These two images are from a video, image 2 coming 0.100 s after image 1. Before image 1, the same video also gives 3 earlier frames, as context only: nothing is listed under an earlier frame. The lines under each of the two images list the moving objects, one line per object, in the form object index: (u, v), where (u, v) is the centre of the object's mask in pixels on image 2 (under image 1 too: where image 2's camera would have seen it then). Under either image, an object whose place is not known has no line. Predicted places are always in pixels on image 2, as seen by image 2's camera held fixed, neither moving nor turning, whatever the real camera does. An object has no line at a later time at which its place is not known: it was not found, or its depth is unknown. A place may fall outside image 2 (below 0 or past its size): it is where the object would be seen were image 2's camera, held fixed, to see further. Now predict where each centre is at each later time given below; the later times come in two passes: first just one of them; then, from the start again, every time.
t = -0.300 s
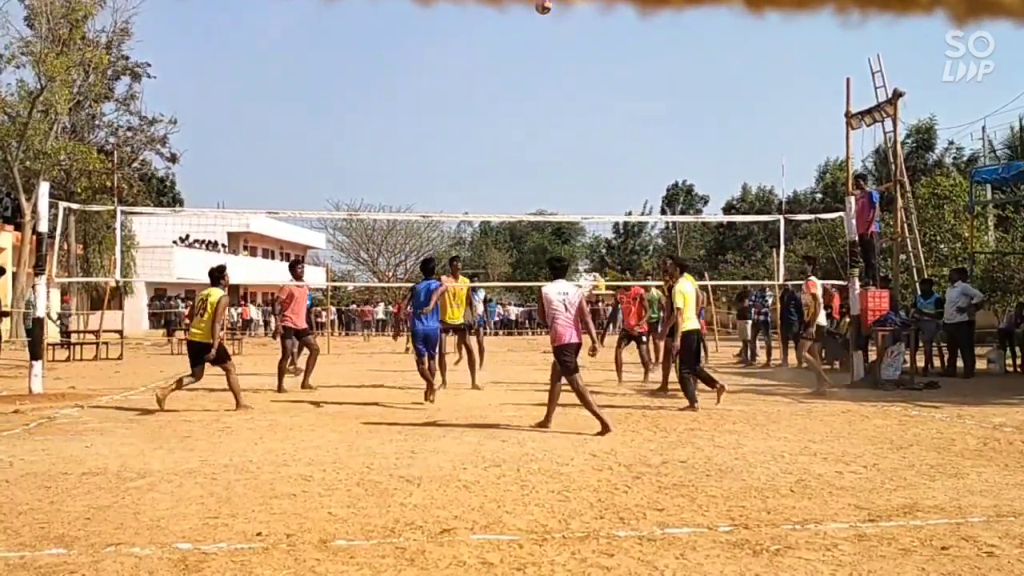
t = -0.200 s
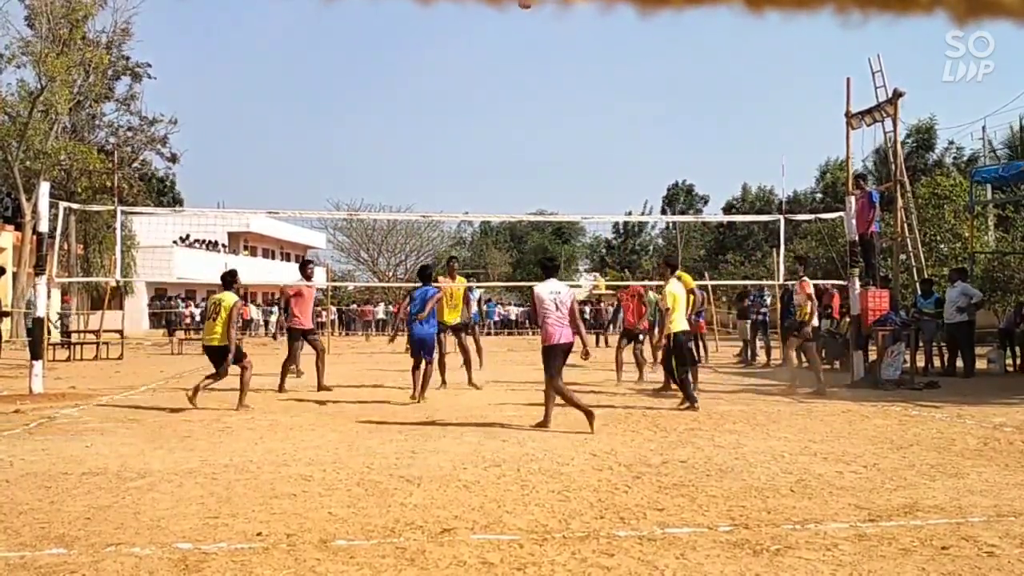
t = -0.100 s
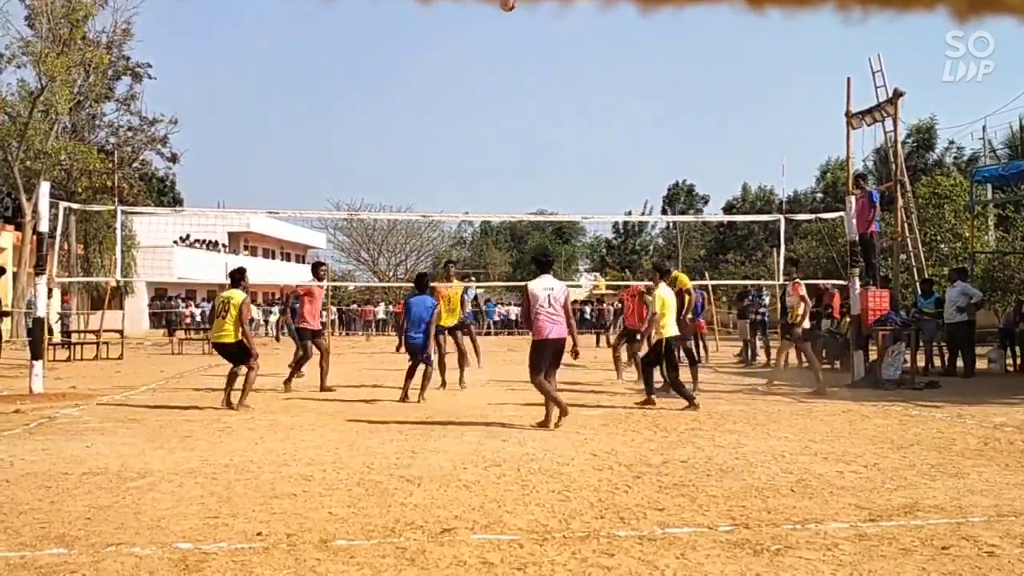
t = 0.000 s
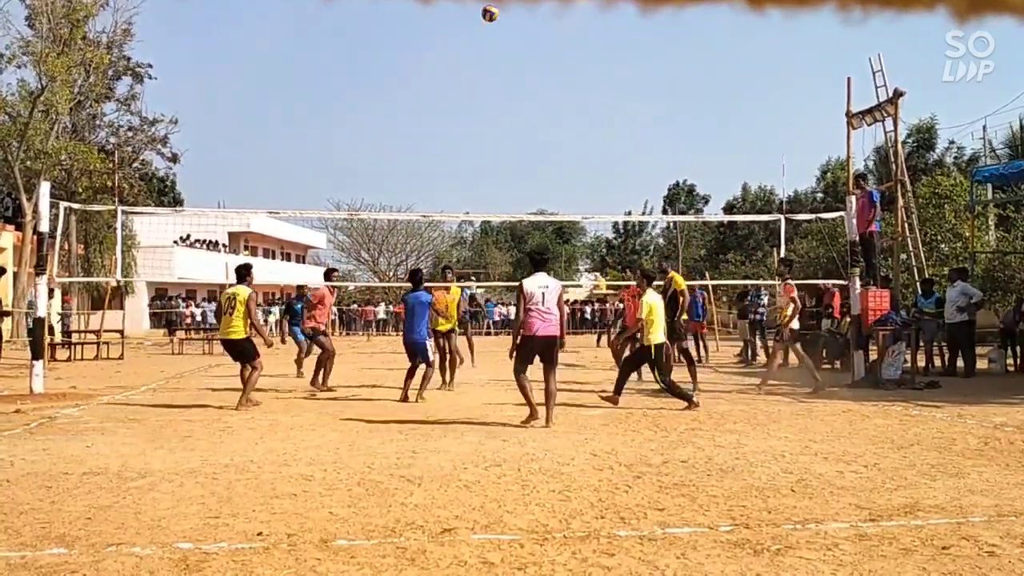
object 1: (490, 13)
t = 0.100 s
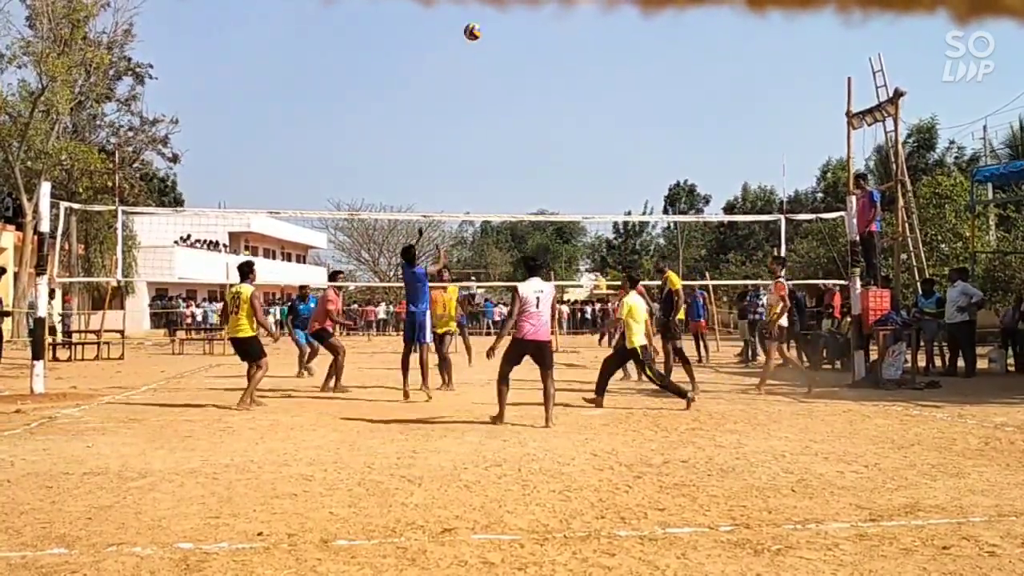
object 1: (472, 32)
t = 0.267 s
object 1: (443, 79)
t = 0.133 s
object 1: (466, 40)
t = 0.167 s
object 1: (460, 48)
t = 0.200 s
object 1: (455, 58)
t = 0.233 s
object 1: (449, 68)
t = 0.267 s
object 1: (443, 79)
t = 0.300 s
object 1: (438, 92)
